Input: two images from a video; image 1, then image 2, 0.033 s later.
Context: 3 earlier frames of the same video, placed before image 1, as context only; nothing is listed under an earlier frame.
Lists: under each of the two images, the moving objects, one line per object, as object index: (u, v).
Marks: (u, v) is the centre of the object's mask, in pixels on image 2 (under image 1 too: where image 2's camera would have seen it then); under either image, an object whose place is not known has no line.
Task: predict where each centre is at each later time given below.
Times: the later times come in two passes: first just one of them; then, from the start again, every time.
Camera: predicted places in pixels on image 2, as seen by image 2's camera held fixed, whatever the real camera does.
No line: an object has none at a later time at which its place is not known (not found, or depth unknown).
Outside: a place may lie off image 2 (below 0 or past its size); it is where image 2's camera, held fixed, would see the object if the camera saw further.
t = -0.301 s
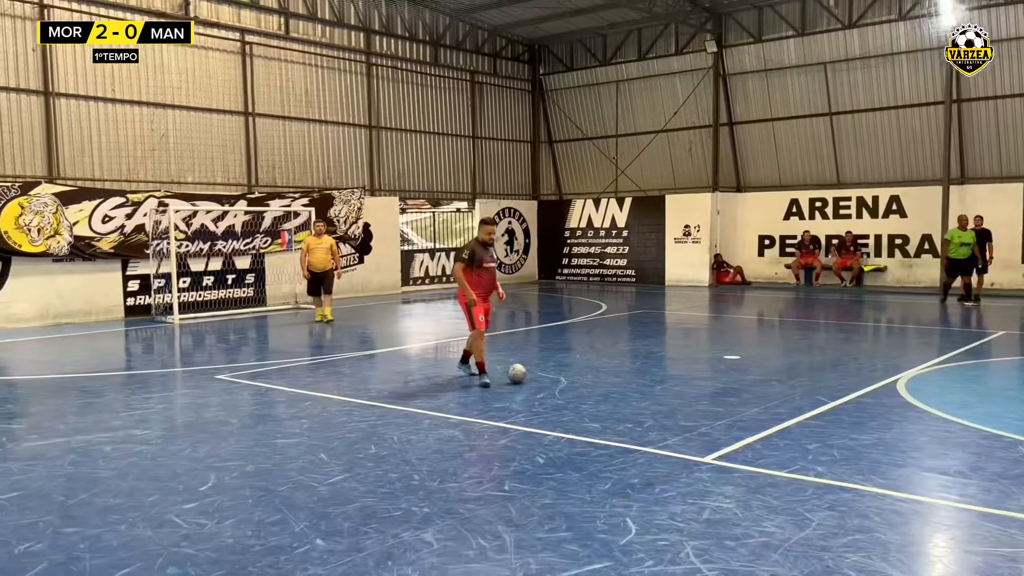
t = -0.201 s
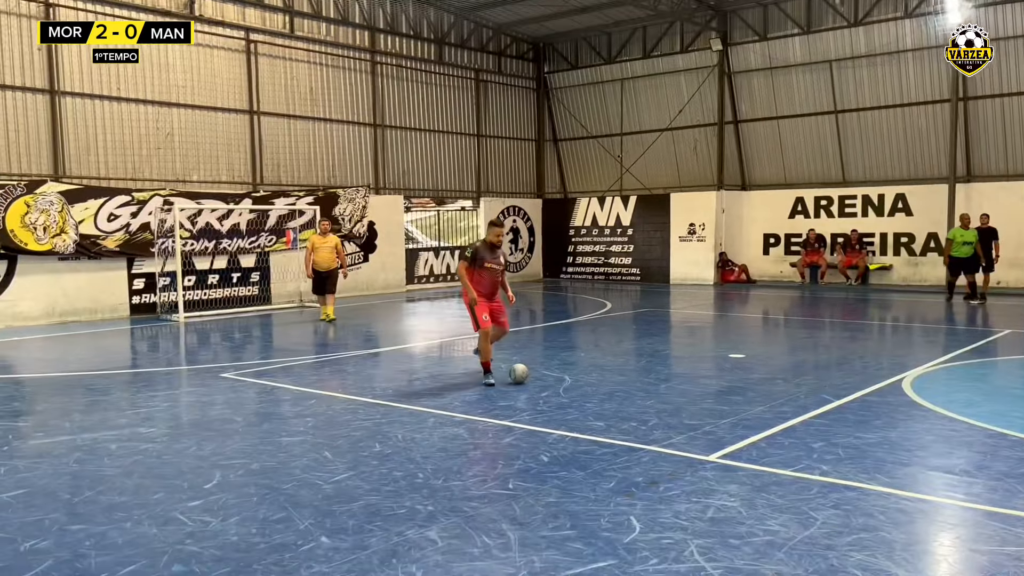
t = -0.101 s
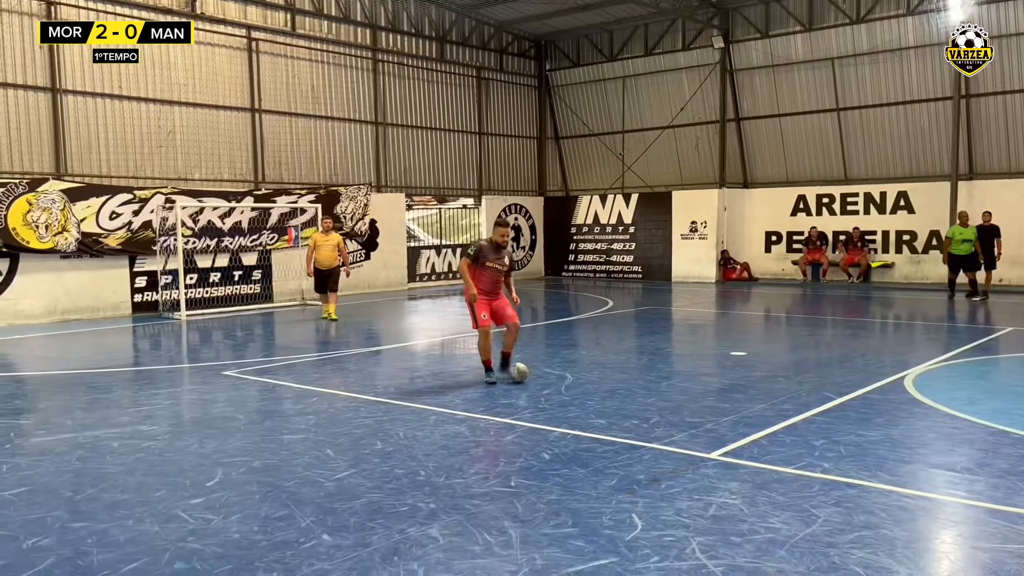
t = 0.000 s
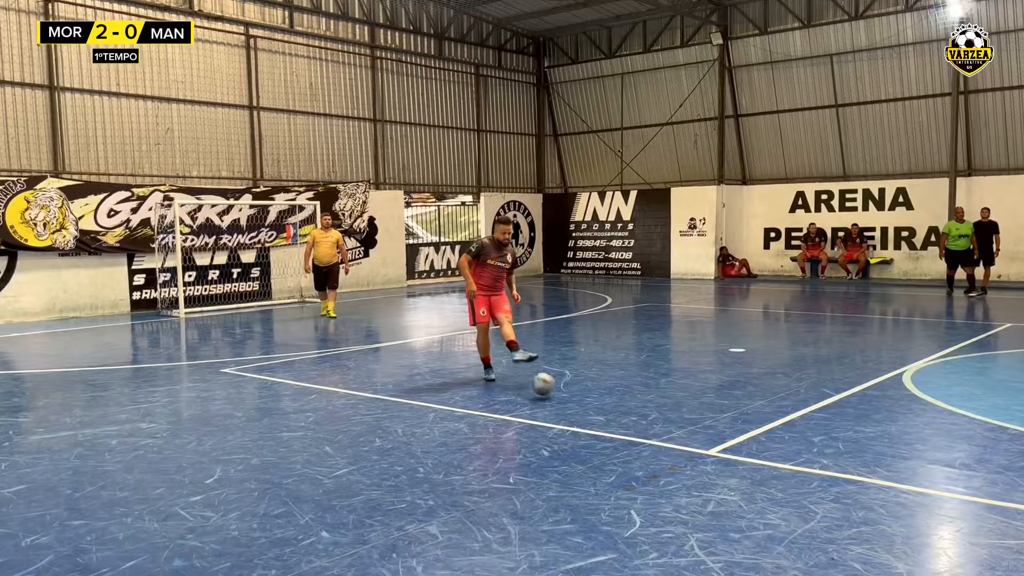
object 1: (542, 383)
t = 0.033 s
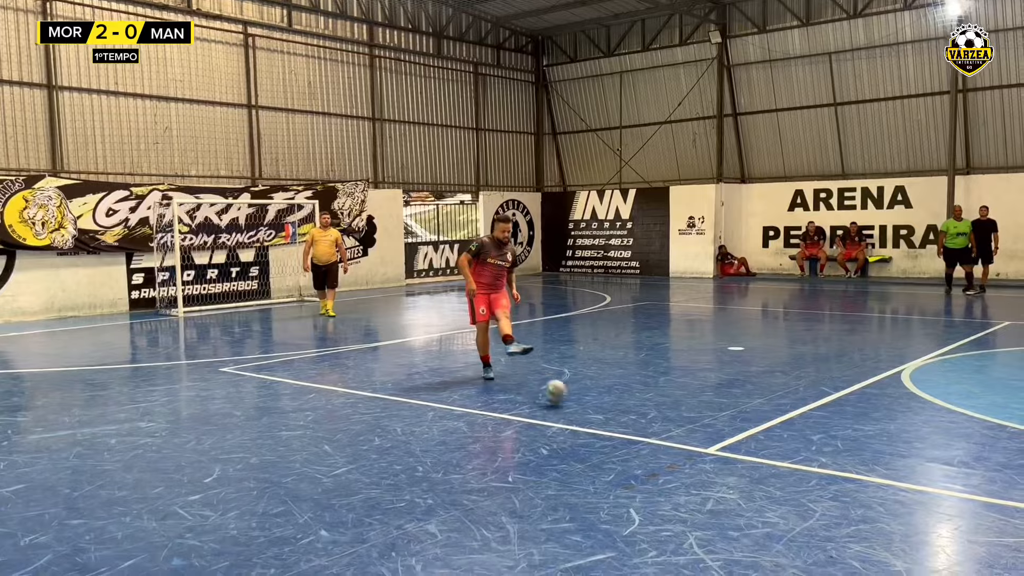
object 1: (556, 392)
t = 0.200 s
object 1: (642, 451)
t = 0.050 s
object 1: (563, 398)
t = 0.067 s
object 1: (569, 403)
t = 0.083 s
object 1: (578, 409)
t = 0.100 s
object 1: (587, 414)
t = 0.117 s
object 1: (594, 417)
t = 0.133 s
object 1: (603, 423)
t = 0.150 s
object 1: (612, 431)
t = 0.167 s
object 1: (621, 437)
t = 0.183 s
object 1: (631, 444)
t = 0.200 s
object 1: (642, 451)
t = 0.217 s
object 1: (653, 459)
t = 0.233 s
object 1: (664, 466)
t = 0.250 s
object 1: (676, 474)
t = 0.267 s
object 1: (689, 482)
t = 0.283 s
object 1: (703, 493)
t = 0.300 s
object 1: (718, 505)
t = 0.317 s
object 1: (733, 513)
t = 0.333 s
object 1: (750, 524)
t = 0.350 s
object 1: (767, 535)
